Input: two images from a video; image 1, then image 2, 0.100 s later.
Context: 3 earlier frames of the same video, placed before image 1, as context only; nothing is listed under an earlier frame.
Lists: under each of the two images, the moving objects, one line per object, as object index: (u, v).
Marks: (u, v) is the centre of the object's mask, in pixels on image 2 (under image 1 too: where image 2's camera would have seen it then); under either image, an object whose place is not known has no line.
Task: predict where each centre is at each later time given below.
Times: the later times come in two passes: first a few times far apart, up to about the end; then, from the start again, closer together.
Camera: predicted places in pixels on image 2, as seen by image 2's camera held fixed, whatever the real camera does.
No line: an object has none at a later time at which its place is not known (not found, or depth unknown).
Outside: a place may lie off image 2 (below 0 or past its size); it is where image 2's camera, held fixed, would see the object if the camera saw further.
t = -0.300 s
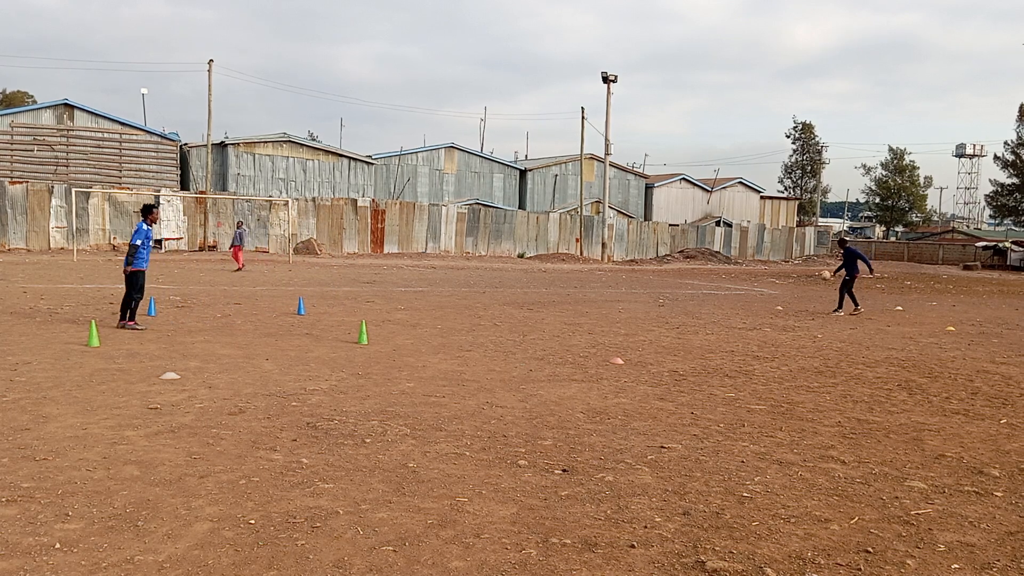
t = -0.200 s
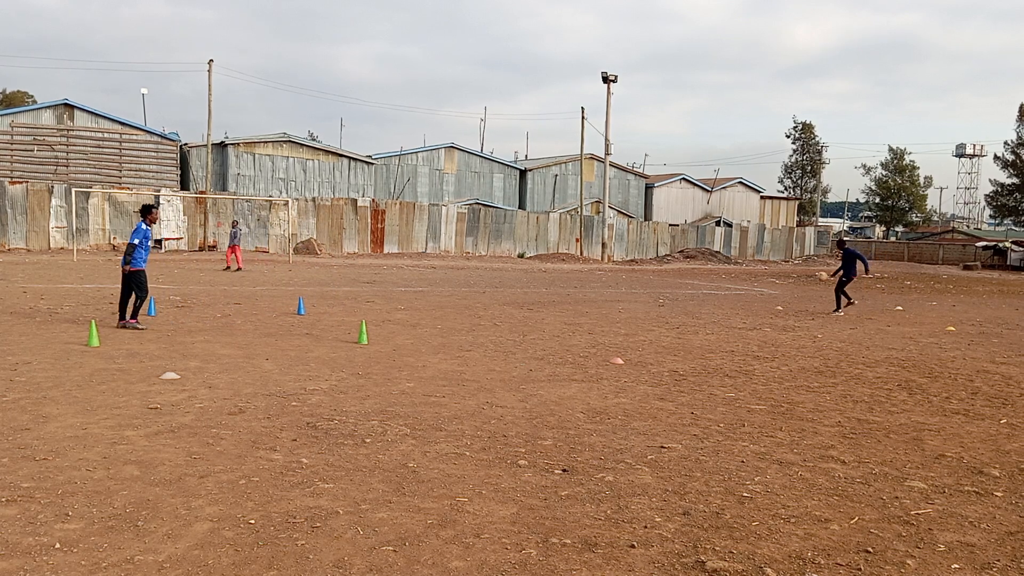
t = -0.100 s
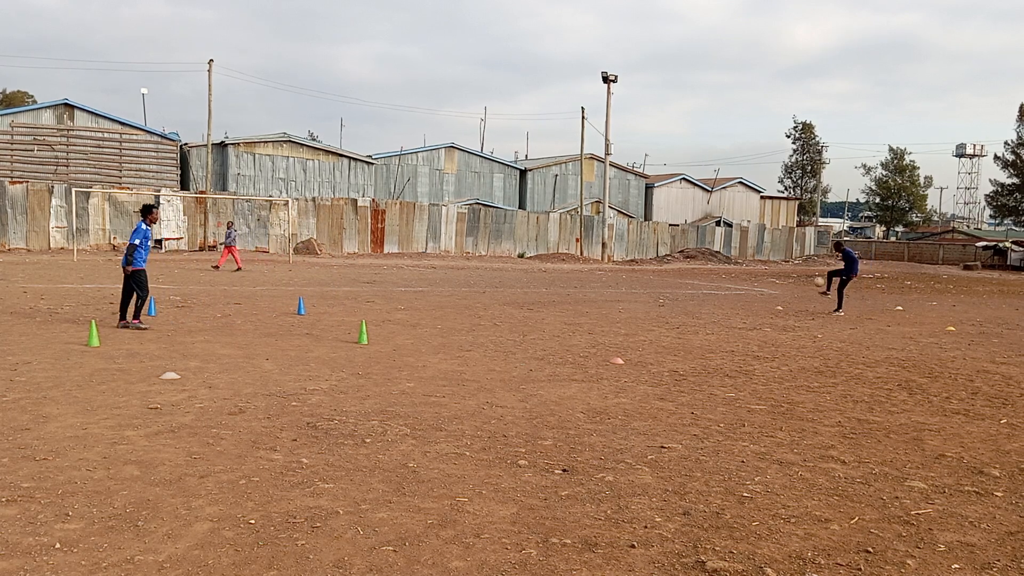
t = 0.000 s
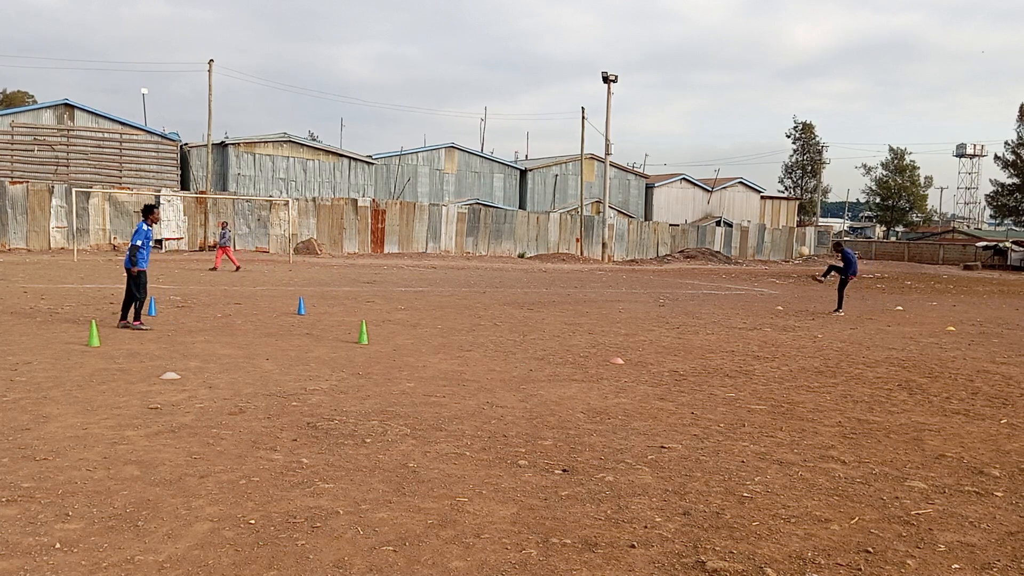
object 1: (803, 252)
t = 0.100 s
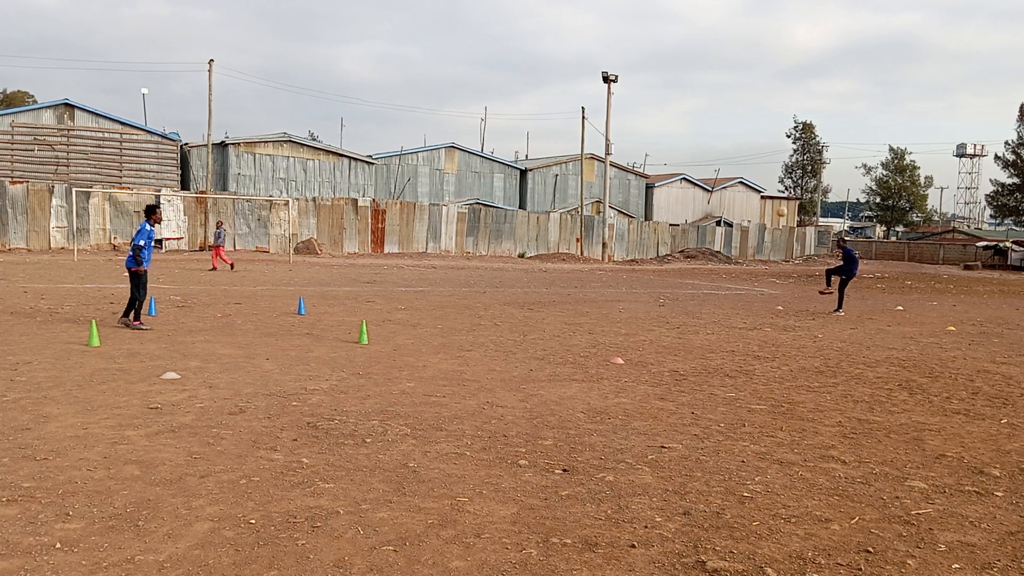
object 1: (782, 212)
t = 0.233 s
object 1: (752, 164)
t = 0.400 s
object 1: (712, 114)
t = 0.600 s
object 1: (660, 69)
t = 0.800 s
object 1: (602, 42)
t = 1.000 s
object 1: (538, 36)
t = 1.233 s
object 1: (455, 61)
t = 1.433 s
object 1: (378, 114)
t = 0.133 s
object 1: (775, 200)
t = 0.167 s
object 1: (767, 187)
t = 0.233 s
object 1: (752, 164)
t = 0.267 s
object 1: (744, 154)
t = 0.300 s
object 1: (736, 143)
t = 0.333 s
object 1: (729, 133)
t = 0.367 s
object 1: (720, 123)
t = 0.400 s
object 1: (712, 114)
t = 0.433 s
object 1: (704, 106)
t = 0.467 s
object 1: (695, 97)
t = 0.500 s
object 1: (687, 90)
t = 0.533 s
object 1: (678, 82)
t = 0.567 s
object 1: (669, 75)
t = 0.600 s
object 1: (660, 69)
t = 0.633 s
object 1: (651, 63)
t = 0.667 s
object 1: (641, 58)
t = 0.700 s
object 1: (632, 53)
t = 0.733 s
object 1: (622, 49)
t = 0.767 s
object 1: (612, 45)
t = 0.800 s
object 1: (602, 42)
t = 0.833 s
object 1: (592, 40)
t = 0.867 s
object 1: (581, 38)
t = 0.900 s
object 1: (570, 36)
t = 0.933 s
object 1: (560, 35)
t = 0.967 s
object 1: (549, 35)
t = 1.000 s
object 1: (538, 36)
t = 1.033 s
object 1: (526, 37)
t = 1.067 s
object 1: (515, 39)
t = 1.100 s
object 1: (503, 42)
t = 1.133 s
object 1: (491, 45)
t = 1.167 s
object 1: (479, 50)
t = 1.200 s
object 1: (467, 55)
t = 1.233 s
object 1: (455, 61)
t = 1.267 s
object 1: (442, 67)
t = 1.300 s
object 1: (430, 75)
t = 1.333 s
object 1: (417, 83)
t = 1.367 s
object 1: (404, 93)
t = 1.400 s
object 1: (391, 103)
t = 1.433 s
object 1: (378, 114)
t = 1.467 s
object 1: (364, 125)
